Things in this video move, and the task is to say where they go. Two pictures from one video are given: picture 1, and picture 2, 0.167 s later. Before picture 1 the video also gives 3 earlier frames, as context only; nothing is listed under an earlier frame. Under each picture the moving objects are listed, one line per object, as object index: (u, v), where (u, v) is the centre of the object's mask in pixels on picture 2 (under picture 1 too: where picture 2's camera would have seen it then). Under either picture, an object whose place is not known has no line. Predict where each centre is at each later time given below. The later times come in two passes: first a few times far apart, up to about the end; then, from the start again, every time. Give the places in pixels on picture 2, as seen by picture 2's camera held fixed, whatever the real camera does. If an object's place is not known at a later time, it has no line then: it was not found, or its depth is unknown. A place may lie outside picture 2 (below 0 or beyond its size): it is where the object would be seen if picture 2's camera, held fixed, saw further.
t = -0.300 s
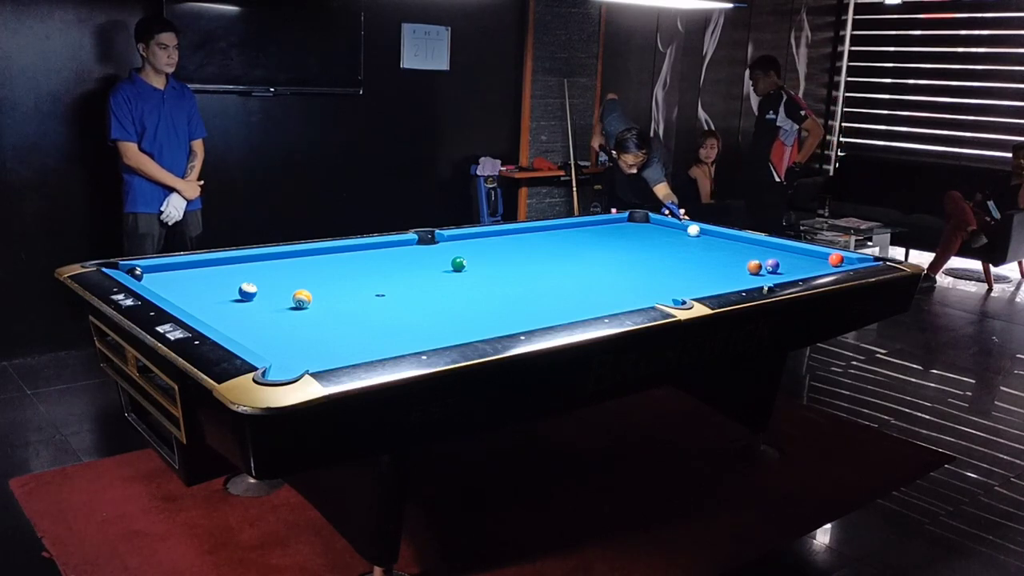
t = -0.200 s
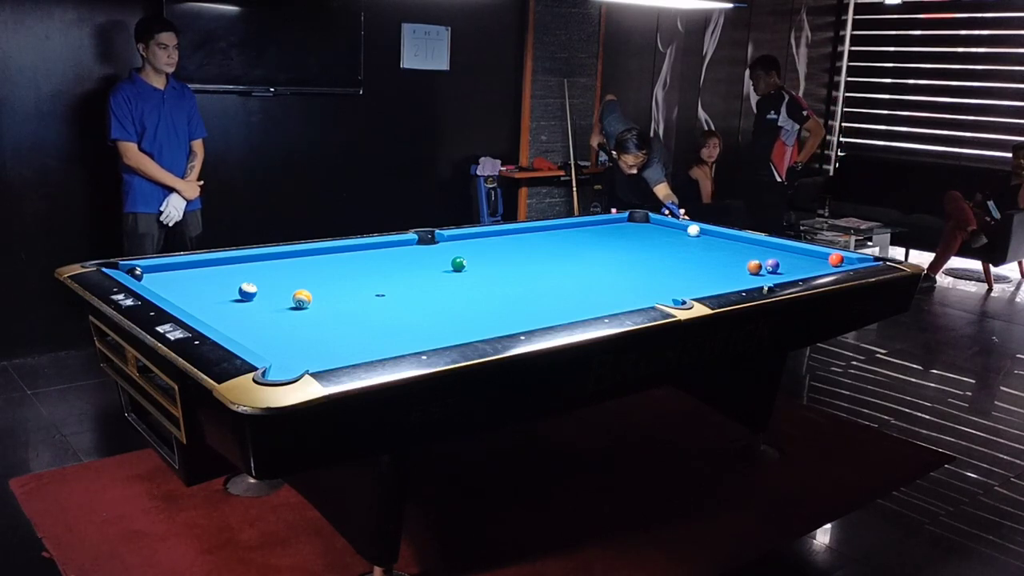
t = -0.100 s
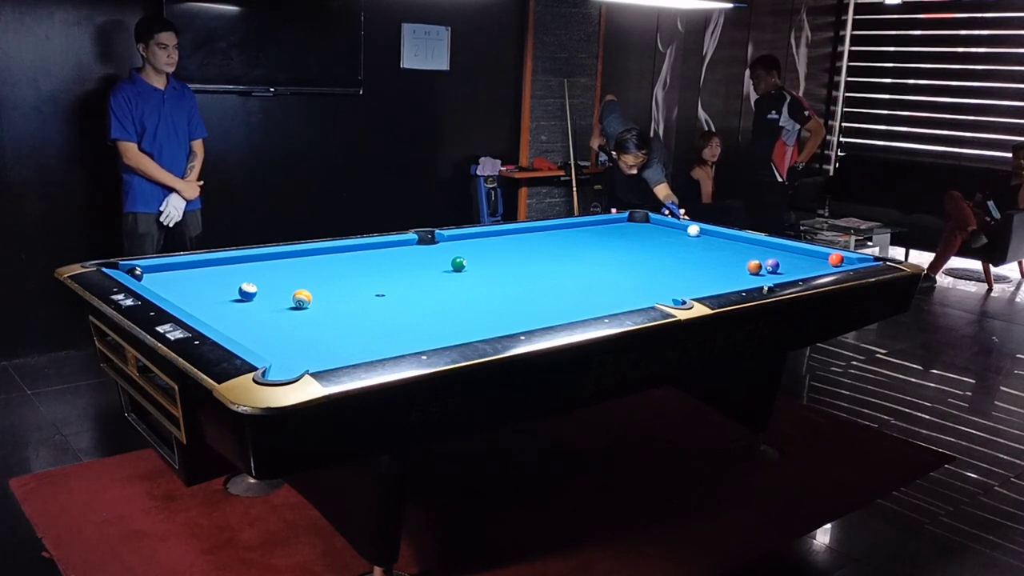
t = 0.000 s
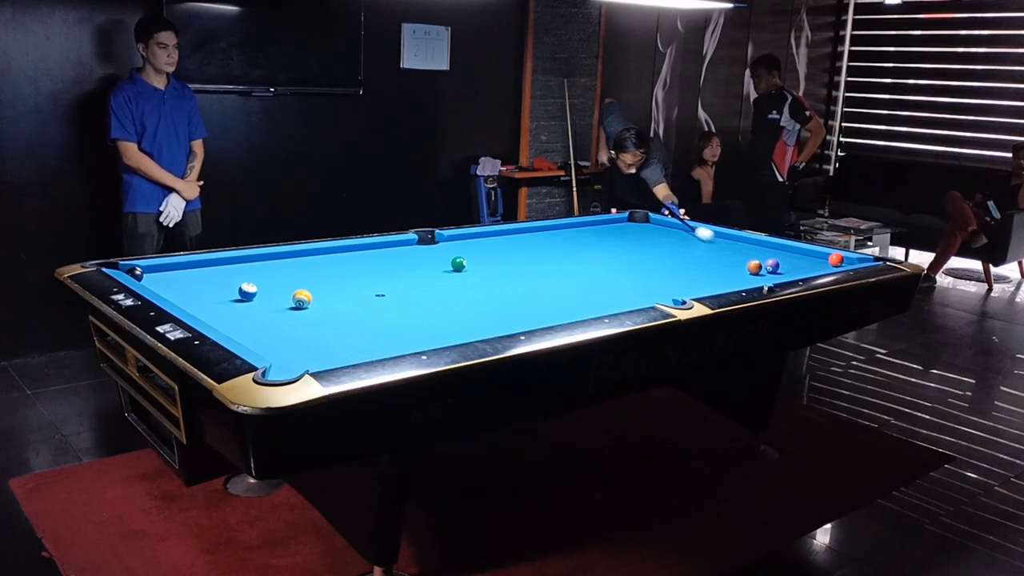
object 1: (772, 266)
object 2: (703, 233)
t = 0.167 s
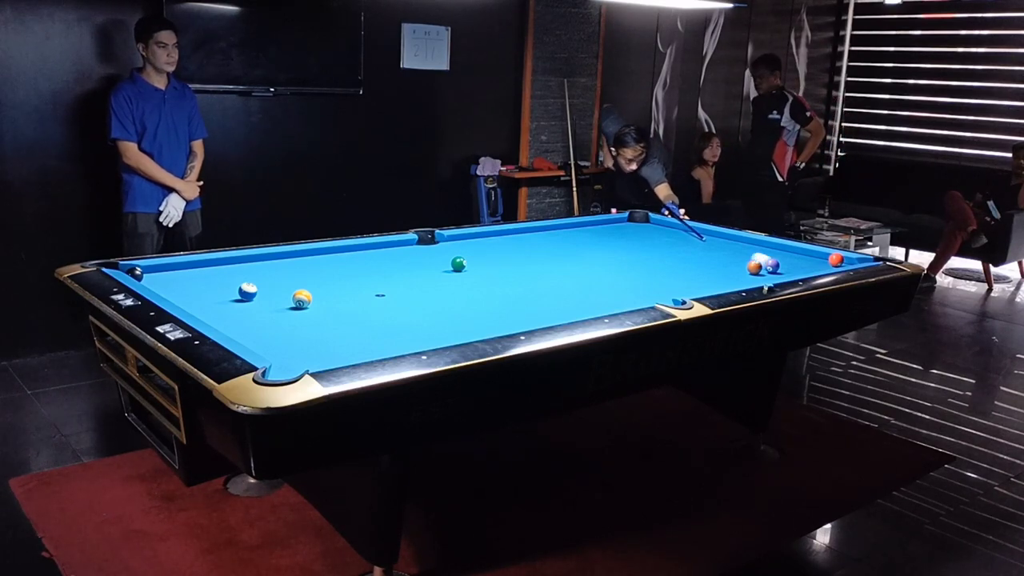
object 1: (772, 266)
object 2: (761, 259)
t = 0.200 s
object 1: (779, 269)
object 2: (767, 262)
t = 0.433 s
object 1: (719, 267)
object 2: (785, 265)
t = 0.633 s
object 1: (655, 260)
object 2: (800, 267)
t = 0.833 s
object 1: (597, 252)
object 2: (815, 268)
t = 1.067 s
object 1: (534, 244)
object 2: (817, 267)
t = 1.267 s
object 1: (484, 238)
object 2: (815, 266)
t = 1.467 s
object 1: (474, 239)
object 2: (813, 265)
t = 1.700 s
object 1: (485, 244)
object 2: (811, 263)
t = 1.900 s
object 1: (496, 248)
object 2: (809, 262)
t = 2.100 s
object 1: (506, 252)
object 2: (808, 260)
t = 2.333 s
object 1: (518, 257)
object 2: (806, 259)
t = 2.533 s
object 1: (528, 261)
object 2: (805, 258)
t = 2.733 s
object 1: (539, 265)
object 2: (804, 257)
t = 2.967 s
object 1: (550, 269)
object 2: (804, 257)
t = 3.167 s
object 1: (561, 273)
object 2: (803, 256)
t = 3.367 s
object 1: (571, 278)
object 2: (803, 256)
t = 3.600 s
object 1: (582, 282)
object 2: (803, 256)
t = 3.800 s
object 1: (592, 286)
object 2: (803, 256)
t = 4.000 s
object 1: (601, 289)
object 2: (803, 256)
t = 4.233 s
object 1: (612, 293)
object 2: (803, 256)
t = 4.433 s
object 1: (620, 296)
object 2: (803, 256)
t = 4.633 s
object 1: (628, 298)
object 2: (803, 256)
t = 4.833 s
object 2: (803, 256)
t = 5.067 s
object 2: (803, 256)
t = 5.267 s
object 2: (803, 256)
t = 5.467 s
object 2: (803, 256)
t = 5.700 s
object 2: (803, 256)
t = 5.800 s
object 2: (803, 256)
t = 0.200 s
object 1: (779, 269)
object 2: (767, 262)
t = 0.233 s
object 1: (788, 271)
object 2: (770, 262)
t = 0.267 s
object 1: (780, 273)
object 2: (772, 262)
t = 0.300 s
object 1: (764, 273)
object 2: (775, 263)
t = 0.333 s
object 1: (752, 271)
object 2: (778, 264)
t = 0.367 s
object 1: (740, 270)
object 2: (780, 264)
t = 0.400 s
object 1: (729, 269)
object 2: (783, 265)
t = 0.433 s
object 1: (719, 267)
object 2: (785, 265)
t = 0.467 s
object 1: (708, 266)
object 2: (788, 265)
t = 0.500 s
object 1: (697, 265)
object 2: (790, 266)
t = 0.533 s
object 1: (686, 264)
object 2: (793, 266)
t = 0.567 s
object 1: (676, 262)
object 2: (795, 266)
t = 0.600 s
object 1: (665, 261)
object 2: (798, 267)
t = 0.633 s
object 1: (655, 260)
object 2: (800, 267)
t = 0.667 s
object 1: (645, 258)
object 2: (803, 267)
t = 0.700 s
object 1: (635, 257)
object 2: (805, 267)
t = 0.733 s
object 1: (625, 256)
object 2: (808, 267)
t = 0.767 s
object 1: (616, 255)
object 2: (810, 267)
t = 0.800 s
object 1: (606, 253)
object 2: (812, 267)
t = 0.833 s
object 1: (597, 252)
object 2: (815, 268)
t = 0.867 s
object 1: (587, 251)
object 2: (817, 268)
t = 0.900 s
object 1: (578, 250)
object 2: (819, 268)
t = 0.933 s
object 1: (569, 249)
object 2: (819, 267)
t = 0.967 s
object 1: (560, 248)
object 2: (818, 267)
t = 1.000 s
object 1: (551, 247)
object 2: (818, 267)
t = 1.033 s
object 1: (543, 246)
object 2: (818, 267)
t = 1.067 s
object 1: (534, 244)
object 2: (817, 267)
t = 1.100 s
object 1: (525, 243)
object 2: (817, 266)
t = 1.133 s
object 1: (517, 243)
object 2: (816, 266)
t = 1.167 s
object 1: (508, 241)
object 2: (816, 266)
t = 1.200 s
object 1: (500, 240)
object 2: (816, 266)
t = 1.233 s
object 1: (492, 239)
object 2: (816, 266)
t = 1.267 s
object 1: (484, 238)
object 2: (815, 266)
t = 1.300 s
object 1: (476, 237)
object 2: (815, 265)
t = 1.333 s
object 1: (468, 237)
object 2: (815, 265)
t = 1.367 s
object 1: (468, 237)
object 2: (814, 265)
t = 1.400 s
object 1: (470, 238)
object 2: (814, 265)
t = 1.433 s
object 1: (472, 238)
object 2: (814, 265)
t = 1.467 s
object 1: (474, 239)
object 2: (813, 265)
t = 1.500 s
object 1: (476, 240)
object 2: (813, 264)
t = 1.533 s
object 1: (477, 240)
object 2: (813, 264)
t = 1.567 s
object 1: (479, 241)
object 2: (812, 264)
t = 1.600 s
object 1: (480, 241)
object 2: (812, 264)
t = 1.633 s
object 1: (482, 242)
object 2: (812, 263)
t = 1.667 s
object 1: (484, 243)
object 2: (811, 263)
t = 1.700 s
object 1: (485, 244)
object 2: (811, 263)
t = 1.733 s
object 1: (487, 244)
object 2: (811, 263)
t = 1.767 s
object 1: (489, 245)
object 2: (811, 262)
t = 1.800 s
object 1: (491, 246)
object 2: (810, 262)
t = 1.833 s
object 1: (492, 246)
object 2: (810, 262)
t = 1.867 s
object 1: (494, 247)
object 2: (810, 262)
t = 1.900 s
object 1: (496, 248)
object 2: (809, 262)
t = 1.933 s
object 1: (498, 249)
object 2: (809, 261)
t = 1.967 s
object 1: (499, 249)
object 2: (809, 261)
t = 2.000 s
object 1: (501, 250)
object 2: (809, 261)
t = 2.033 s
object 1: (503, 250)
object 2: (808, 261)
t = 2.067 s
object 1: (504, 251)
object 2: (808, 260)
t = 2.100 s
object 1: (506, 252)
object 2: (808, 260)
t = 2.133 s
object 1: (508, 253)
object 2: (808, 260)
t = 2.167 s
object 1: (510, 253)
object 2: (807, 260)
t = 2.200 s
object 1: (511, 254)
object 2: (807, 260)
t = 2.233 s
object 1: (513, 255)
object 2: (807, 260)
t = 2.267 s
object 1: (515, 256)
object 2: (807, 259)
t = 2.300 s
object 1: (516, 256)
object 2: (806, 259)
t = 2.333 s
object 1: (518, 257)
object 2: (806, 259)
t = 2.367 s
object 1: (520, 257)
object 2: (806, 259)
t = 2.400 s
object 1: (522, 258)
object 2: (806, 259)
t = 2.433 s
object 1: (523, 259)
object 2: (806, 259)
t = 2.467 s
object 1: (525, 259)
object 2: (806, 258)
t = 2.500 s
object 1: (527, 260)
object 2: (806, 258)
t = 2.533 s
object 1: (528, 261)
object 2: (805, 258)
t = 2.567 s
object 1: (530, 262)
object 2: (805, 258)
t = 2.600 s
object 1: (532, 263)
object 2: (805, 258)
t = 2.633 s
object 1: (533, 263)
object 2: (805, 258)
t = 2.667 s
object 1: (535, 264)
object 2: (805, 258)
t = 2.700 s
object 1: (537, 264)
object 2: (805, 257)
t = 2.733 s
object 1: (539, 265)
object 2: (804, 257)
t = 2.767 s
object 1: (540, 266)
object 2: (804, 257)
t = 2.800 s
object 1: (542, 266)
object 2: (804, 257)
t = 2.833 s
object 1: (544, 267)
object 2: (804, 257)
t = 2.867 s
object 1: (546, 268)
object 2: (804, 257)
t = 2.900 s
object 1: (547, 268)
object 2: (804, 257)
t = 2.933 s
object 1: (549, 269)
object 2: (804, 257)
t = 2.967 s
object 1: (550, 269)
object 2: (804, 257)
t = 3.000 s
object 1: (553, 270)
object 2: (803, 257)
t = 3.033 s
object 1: (554, 271)
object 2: (803, 257)
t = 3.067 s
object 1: (556, 272)
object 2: (803, 256)
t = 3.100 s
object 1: (558, 272)
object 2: (803, 256)
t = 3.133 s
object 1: (559, 273)
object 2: (803, 256)
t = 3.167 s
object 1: (561, 273)
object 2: (803, 256)
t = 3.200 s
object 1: (563, 274)
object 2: (803, 256)
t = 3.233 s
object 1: (564, 275)
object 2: (803, 256)
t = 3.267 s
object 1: (566, 276)
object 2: (803, 256)
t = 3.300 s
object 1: (568, 276)
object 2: (803, 256)
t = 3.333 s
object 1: (569, 277)
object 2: (803, 256)
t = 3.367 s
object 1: (571, 278)
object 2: (803, 256)
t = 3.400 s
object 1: (573, 278)
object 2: (803, 256)
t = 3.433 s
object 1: (574, 279)
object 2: (803, 256)
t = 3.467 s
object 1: (576, 279)
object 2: (803, 256)
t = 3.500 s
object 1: (577, 280)
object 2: (803, 256)
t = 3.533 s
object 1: (579, 280)
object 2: (803, 256)
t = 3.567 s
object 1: (581, 281)
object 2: (803, 256)
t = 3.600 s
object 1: (582, 282)
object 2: (803, 256)
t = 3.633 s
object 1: (584, 282)
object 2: (803, 256)
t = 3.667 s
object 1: (586, 283)
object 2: (803, 256)
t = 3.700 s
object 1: (587, 284)
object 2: (803, 256)
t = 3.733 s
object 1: (589, 284)
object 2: (803, 256)
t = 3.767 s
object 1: (591, 285)
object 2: (803, 256)
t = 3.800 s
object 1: (592, 286)
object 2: (803, 256)
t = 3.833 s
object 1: (594, 286)
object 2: (803, 256)
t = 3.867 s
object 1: (595, 287)
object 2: (803, 256)
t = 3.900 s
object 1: (597, 287)
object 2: (803, 256)
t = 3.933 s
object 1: (598, 288)
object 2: (803, 256)
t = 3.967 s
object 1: (600, 288)
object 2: (803, 256)
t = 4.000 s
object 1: (601, 289)
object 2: (803, 256)
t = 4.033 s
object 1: (603, 290)
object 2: (803, 256)
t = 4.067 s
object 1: (604, 290)
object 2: (803, 256)
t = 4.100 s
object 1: (606, 291)
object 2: (803, 256)
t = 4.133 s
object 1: (607, 291)
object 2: (803, 256)
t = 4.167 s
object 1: (609, 292)
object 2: (803, 256)
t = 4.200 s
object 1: (610, 292)
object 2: (803, 256)
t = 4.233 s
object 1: (612, 293)
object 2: (803, 256)
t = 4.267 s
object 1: (613, 293)
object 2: (803, 256)
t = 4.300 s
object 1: (614, 294)
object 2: (803, 256)
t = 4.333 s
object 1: (616, 294)
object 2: (803, 256)
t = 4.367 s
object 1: (617, 295)
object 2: (803, 256)
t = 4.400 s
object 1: (619, 295)
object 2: (803, 256)
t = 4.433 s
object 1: (620, 296)
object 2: (803, 256)
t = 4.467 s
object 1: (622, 296)
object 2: (803, 256)
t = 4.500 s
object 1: (623, 297)
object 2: (803, 256)
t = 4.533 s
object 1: (624, 297)
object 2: (803, 256)
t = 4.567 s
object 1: (626, 298)
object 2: (803, 256)
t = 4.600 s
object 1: (627, 298)
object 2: (803, 256)
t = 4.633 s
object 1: (628, 298)
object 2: (803, 256)
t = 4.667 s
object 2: (803, 256)
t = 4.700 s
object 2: (803, 256)
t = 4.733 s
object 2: (803, 256)
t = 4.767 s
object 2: (803, 256)
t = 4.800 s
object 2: (803, 256)
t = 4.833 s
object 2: (803, 256)
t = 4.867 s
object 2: (803, 256)
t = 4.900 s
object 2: (803, 256)
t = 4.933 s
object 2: (803, 256)
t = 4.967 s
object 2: (803, 256)
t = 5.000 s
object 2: (803, 256)
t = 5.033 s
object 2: (803, 256)
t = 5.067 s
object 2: (803, 256)
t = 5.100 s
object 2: (803, 256)
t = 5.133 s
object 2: (803, 256)
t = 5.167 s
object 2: (803, 256)
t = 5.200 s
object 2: (803, 256)
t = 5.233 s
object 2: (803, 256)
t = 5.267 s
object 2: (803, 256)
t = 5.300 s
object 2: (803, 256)
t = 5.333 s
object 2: (803, 256)
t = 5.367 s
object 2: (803, 256)
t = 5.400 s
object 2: (803, 256)
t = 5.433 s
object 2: (803, 256)
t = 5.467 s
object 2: (803, 256)
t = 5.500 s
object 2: (803, 256)
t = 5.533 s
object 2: (803, 256)
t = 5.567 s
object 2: (803, 256)
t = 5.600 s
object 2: (803, 256)
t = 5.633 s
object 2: (803, 256)
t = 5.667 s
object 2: (803, 256)
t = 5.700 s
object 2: (803, 256)
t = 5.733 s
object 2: (803, 256)
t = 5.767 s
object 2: (803, 256)
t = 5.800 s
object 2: (803, 256)
